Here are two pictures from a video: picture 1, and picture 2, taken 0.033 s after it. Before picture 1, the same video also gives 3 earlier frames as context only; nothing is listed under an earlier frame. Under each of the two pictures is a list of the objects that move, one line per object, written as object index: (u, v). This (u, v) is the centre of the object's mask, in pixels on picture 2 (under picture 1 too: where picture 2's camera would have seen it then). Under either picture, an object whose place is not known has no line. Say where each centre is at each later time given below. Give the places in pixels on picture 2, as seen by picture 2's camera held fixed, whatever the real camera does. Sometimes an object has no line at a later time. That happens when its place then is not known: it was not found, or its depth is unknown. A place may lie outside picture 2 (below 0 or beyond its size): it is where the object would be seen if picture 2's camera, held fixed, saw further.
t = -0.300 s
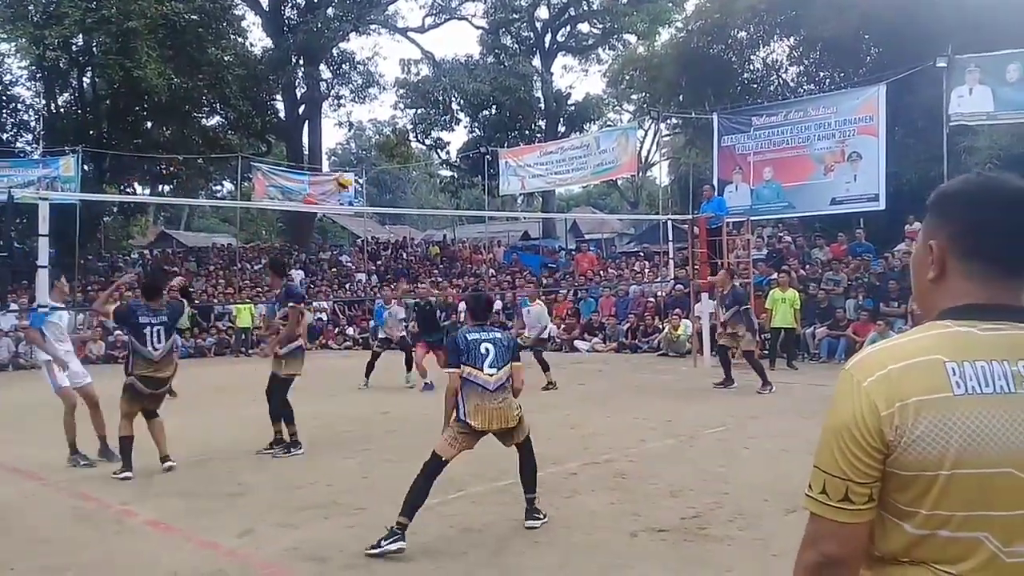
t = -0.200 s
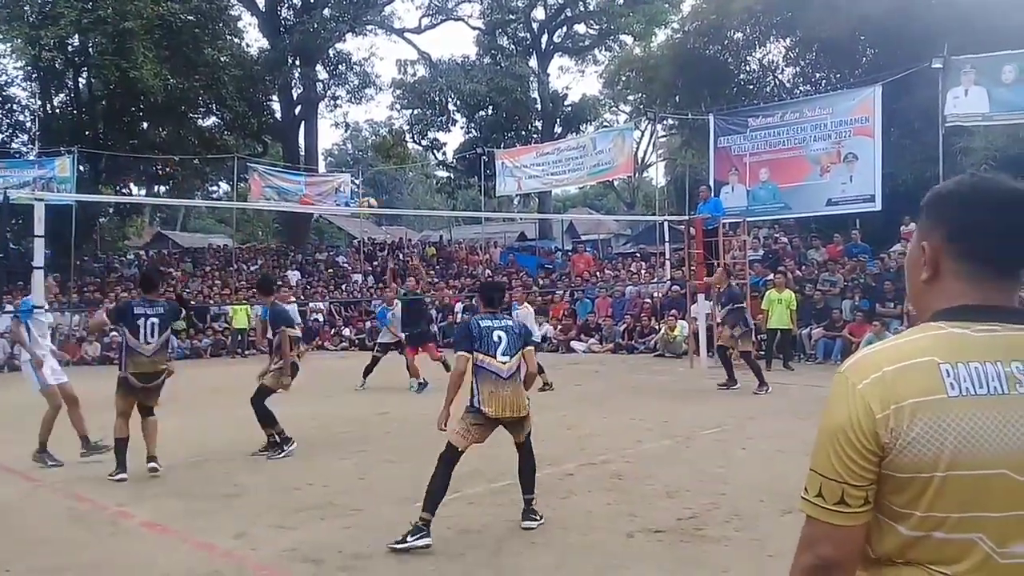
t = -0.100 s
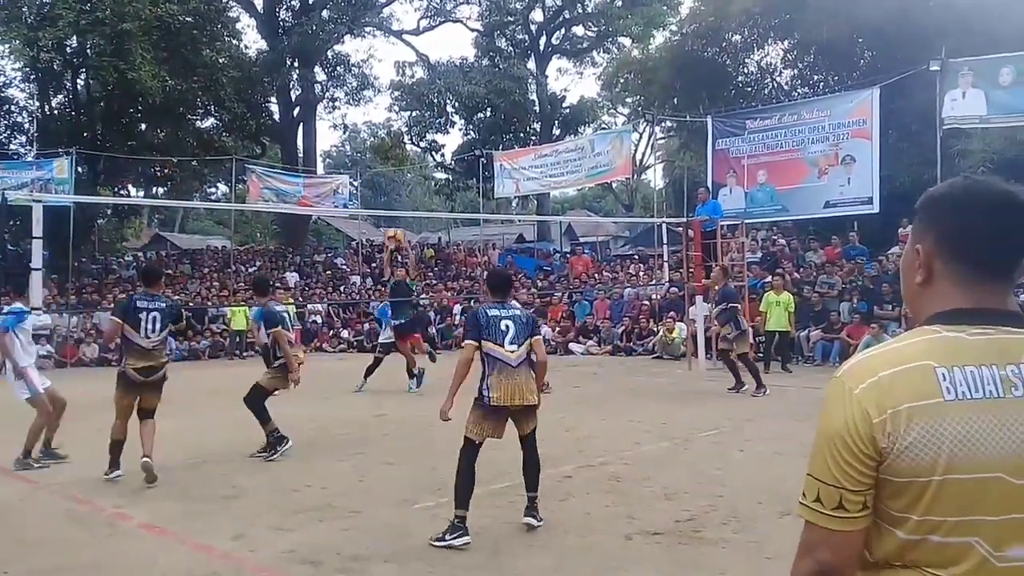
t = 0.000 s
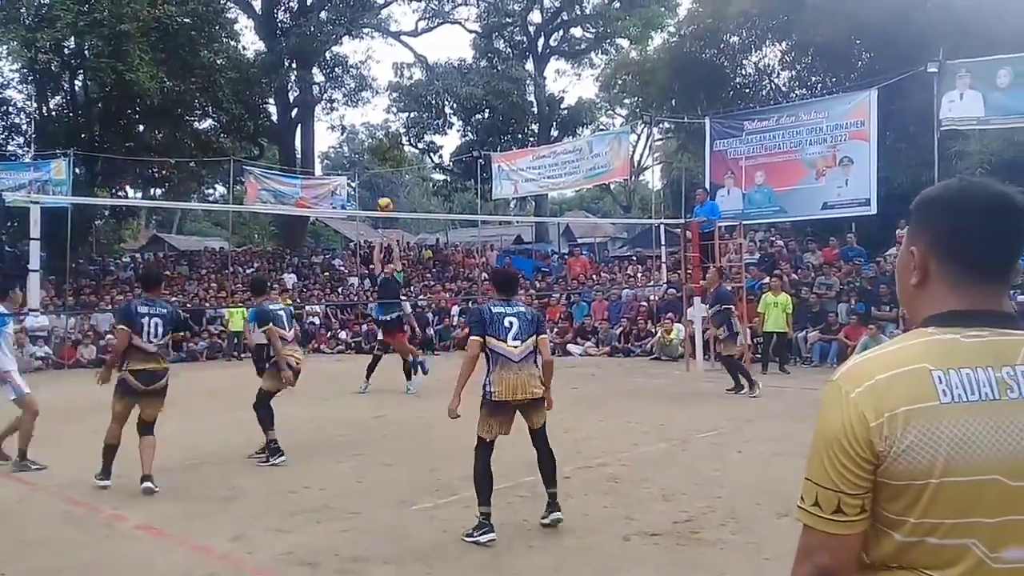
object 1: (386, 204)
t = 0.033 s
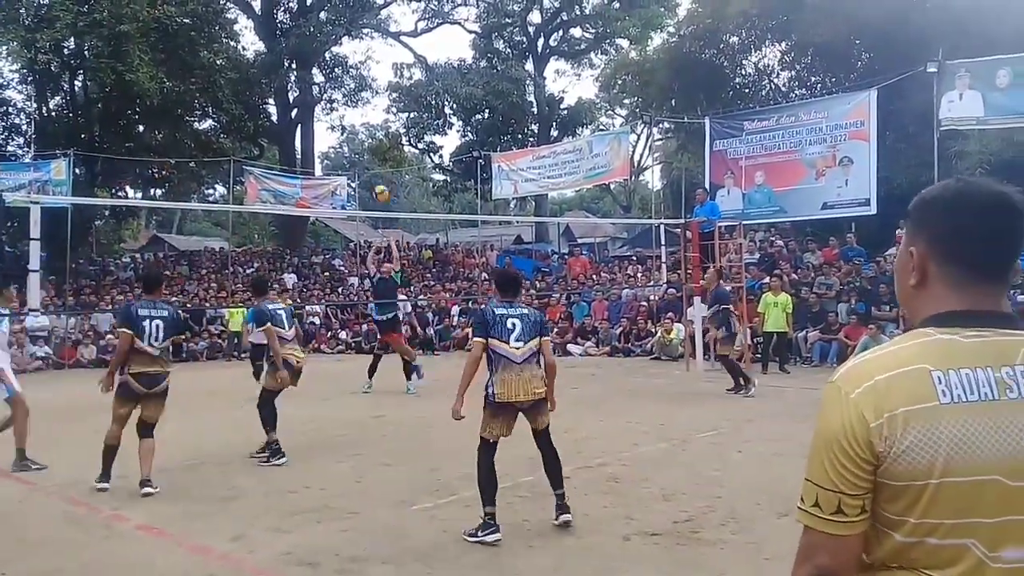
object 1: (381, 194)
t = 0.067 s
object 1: (379, 181)
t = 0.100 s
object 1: (375, 170)
